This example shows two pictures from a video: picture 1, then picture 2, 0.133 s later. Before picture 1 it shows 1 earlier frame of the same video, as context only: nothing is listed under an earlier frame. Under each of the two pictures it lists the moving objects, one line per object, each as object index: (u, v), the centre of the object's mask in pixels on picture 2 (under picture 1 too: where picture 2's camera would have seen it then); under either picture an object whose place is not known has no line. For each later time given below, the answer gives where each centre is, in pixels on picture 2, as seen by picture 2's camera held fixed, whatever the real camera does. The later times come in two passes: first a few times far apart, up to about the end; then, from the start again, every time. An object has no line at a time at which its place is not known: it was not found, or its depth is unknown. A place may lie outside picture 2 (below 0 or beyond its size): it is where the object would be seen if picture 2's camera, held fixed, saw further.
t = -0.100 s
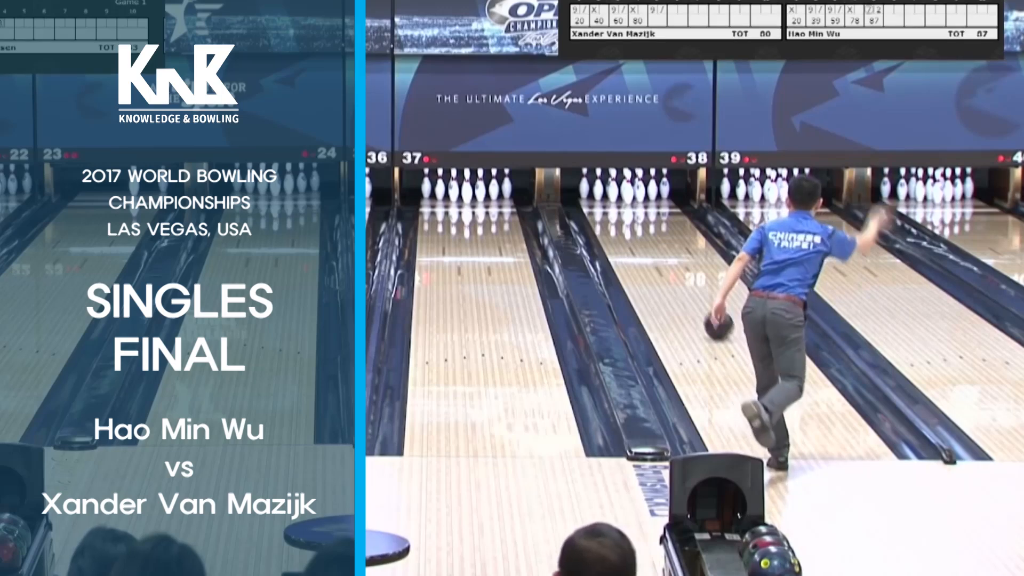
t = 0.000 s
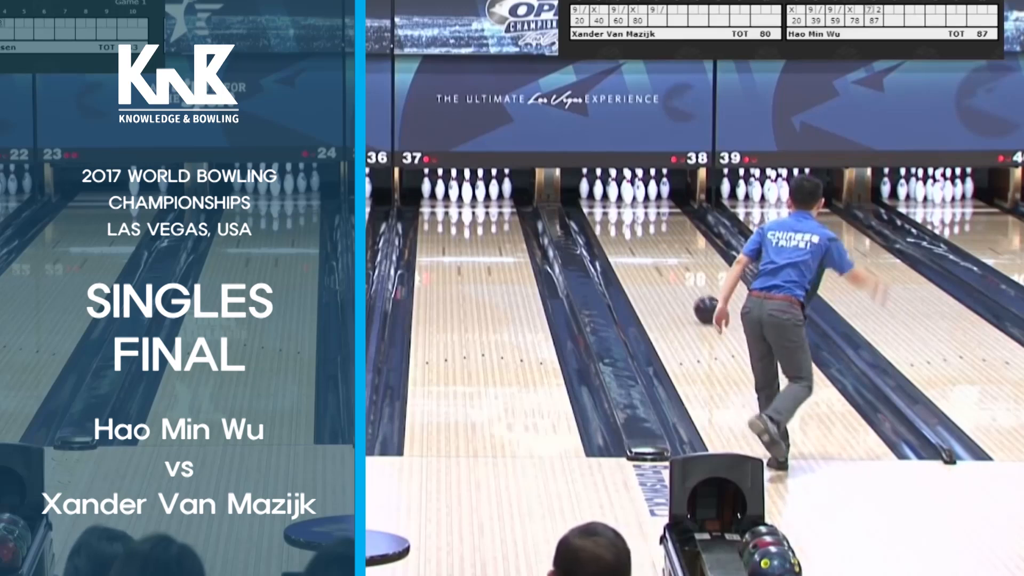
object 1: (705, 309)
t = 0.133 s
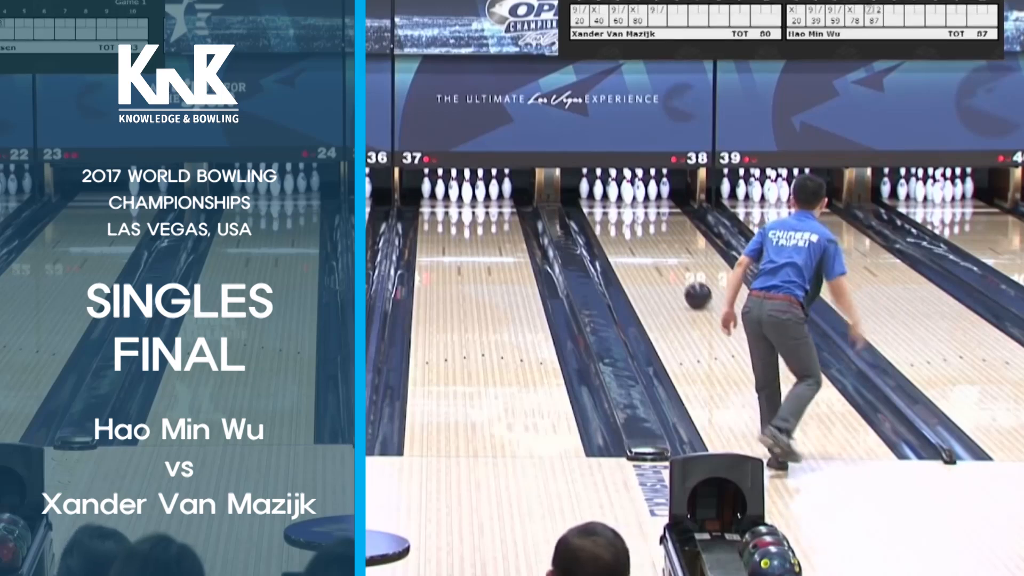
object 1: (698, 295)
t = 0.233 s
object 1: (689, 282)
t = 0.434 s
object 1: (672, 259)
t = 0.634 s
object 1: (658, 238)
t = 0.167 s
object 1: (694, 291)
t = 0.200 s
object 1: (691, 287)
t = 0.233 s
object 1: (689, 282)
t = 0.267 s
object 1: (686, 278)
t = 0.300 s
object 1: (683, 274)
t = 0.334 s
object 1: (680, 270)
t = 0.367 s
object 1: (678, 266)
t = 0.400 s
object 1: (675, 263)
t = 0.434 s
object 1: (672, 259)
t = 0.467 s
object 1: (670, 255)
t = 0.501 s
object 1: (667, 251)
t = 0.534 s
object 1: (665, 248)
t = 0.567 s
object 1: (662, 245)
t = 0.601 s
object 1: (660, 242)
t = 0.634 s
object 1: (658, 238)
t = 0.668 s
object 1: (656, 235)
